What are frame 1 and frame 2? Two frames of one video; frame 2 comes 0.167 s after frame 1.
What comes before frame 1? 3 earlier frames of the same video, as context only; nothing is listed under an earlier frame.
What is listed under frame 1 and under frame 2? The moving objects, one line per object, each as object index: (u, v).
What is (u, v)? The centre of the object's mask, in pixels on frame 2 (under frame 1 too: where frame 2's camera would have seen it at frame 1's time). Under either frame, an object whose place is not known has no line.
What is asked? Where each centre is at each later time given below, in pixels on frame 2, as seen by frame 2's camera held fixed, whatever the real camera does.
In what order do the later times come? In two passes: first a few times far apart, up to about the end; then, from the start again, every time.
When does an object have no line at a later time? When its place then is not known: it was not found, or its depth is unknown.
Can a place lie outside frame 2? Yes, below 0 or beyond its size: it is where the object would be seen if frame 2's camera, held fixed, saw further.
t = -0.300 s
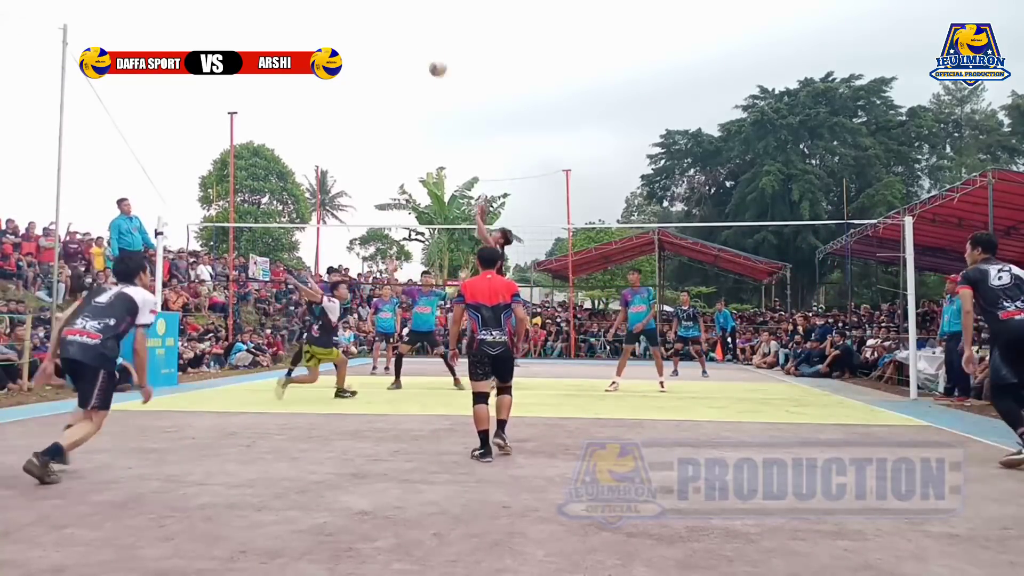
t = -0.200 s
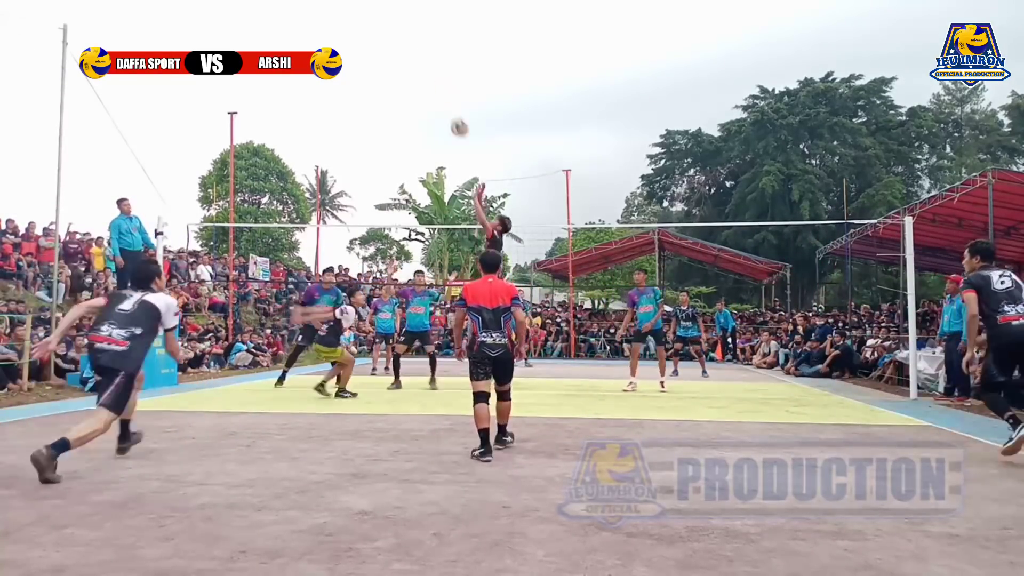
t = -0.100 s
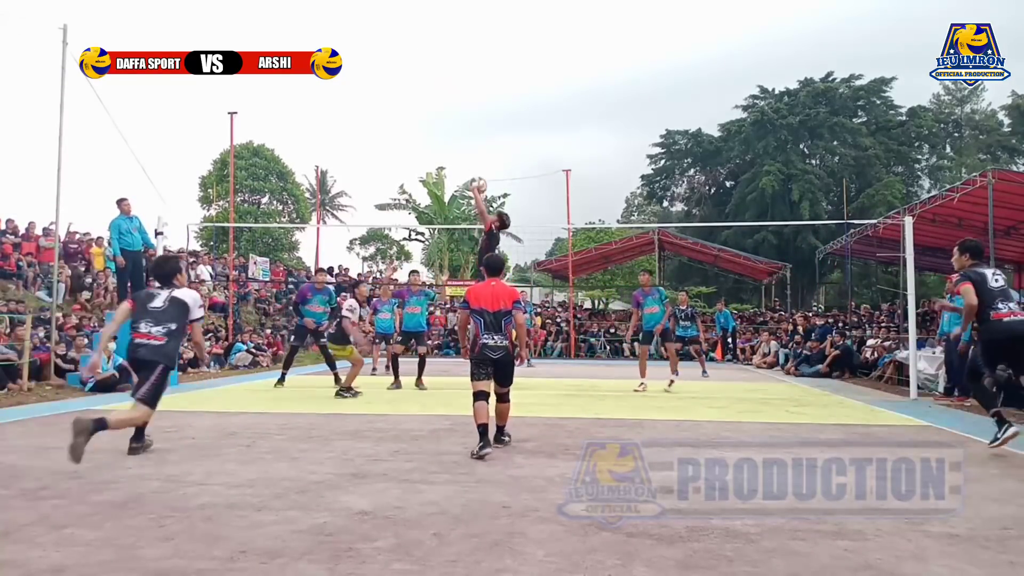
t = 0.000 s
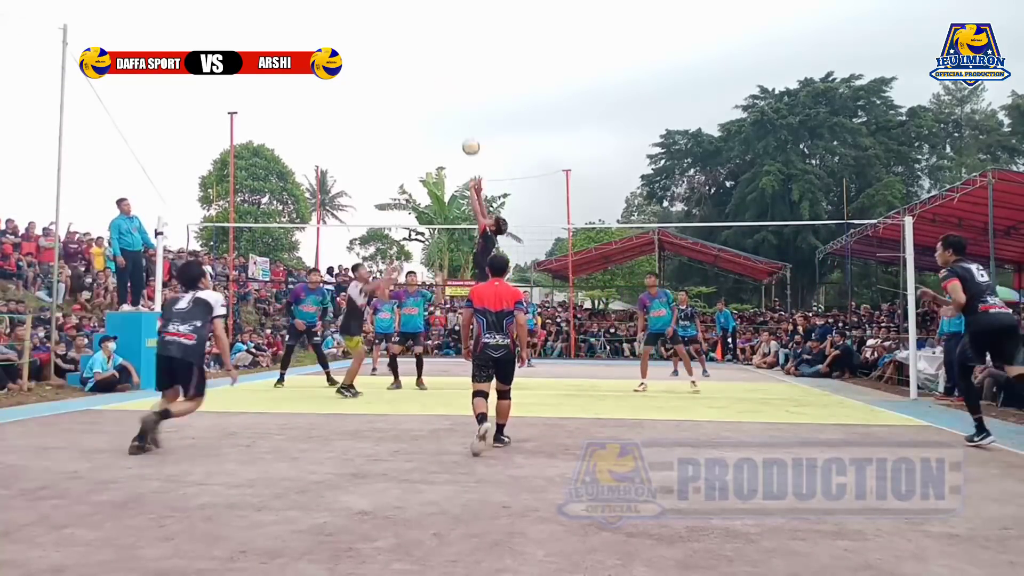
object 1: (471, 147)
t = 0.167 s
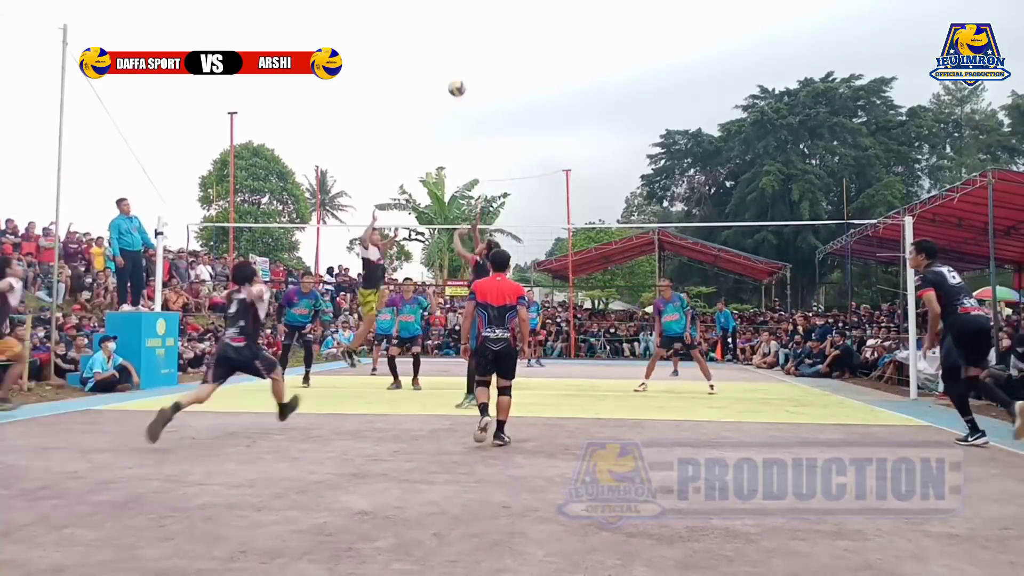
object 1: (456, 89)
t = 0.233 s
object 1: (451, 71)
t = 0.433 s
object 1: (433, 42)
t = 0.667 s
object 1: (413, 48)
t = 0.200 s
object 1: (454, 80)
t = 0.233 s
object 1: (451, 71)
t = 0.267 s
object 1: (448, 64)
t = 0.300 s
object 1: (445, 58)
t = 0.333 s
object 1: (442, 52)
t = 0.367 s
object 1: (439, 48)
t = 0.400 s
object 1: (436, 44)
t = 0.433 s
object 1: (433, 42)
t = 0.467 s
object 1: (431, 40)
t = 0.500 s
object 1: (428, 39)
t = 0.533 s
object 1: (425, 39)
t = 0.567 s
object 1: (422, 40)
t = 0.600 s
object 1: (419, 42)
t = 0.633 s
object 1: (416, 44)
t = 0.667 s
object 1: (413, 48)
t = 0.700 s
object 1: (410, 53)
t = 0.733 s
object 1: (407, 58)
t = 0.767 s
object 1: (404, 65)
